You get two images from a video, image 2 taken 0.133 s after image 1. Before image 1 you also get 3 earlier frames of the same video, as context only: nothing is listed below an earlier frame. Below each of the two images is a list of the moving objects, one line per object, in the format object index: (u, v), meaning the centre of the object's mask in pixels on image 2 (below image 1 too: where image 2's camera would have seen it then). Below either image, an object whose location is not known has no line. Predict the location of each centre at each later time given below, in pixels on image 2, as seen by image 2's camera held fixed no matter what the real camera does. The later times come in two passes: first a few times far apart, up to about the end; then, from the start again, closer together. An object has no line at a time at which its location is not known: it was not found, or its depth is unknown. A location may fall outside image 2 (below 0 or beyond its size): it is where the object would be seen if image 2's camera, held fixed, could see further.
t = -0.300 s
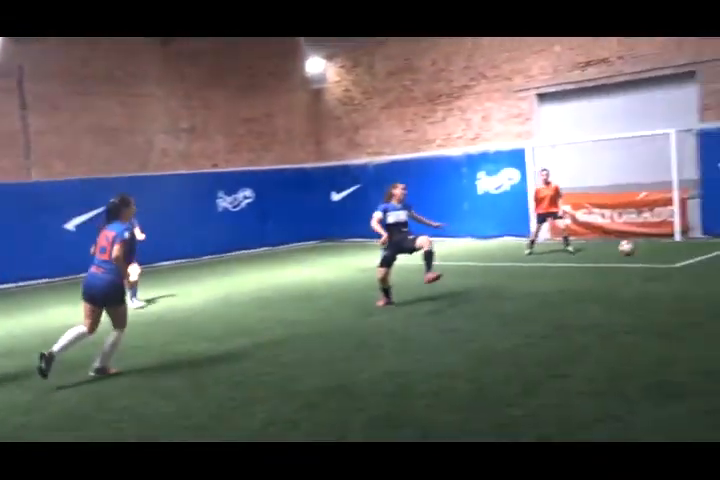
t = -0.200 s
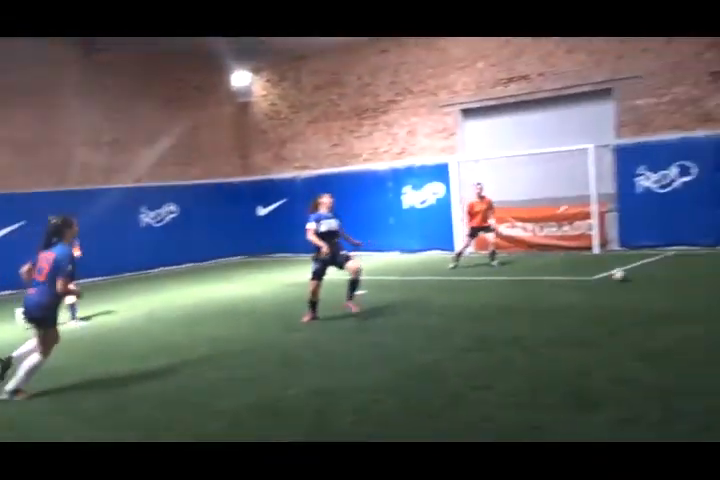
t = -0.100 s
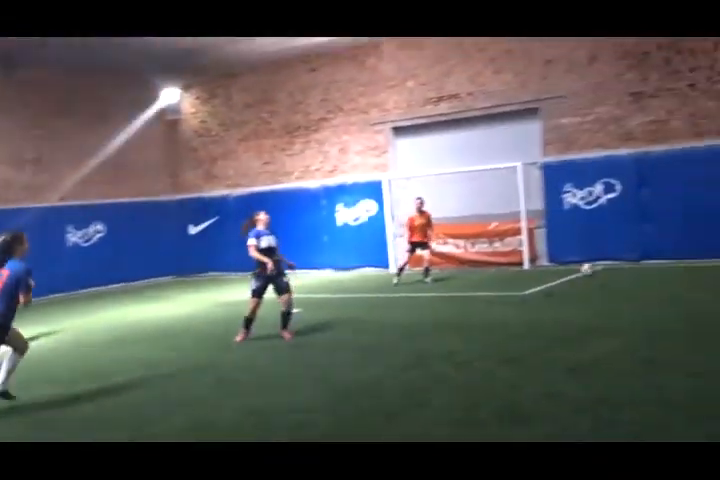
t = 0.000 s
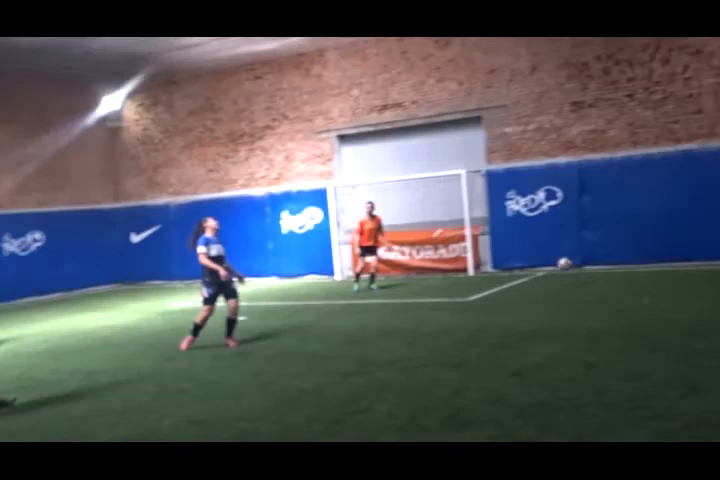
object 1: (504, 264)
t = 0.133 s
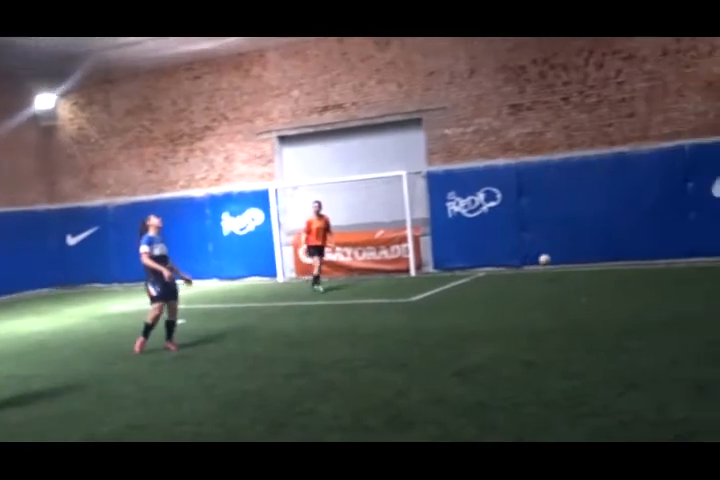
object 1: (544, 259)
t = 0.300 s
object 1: (587, 259)
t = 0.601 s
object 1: (609, 234)
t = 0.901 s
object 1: (622, 255)
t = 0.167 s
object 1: (553, 260)
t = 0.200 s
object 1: (562, 262)
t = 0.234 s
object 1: (573, 263)
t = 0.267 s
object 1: (581, 263)
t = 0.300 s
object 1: (587, 259)
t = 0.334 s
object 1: (594, 255)
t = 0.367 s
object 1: (601, 253)
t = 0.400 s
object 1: (604, 249)
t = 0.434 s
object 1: (606, 244)
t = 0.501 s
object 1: (608, 238)
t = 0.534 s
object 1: (609, 236)
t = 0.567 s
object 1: (609, 234)
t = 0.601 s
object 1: (609, 234)
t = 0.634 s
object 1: (611, 233)
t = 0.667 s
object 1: (613, 233)
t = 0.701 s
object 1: (614, 234)
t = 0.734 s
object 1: (615, 236)
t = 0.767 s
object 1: (617, 238)
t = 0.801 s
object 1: (618, 241)
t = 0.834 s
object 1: (619, 244)
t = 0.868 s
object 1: (620, 249)
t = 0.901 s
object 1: (622, 255)
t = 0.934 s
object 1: (624, 261)
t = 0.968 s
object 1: (625, 268)
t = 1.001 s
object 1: (628, 270)
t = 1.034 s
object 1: (629, 268)
